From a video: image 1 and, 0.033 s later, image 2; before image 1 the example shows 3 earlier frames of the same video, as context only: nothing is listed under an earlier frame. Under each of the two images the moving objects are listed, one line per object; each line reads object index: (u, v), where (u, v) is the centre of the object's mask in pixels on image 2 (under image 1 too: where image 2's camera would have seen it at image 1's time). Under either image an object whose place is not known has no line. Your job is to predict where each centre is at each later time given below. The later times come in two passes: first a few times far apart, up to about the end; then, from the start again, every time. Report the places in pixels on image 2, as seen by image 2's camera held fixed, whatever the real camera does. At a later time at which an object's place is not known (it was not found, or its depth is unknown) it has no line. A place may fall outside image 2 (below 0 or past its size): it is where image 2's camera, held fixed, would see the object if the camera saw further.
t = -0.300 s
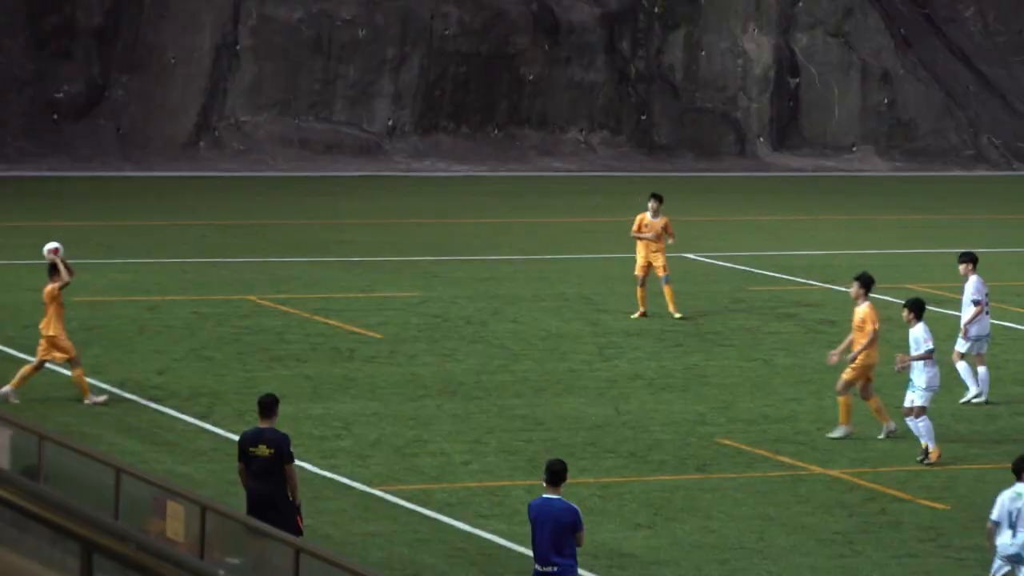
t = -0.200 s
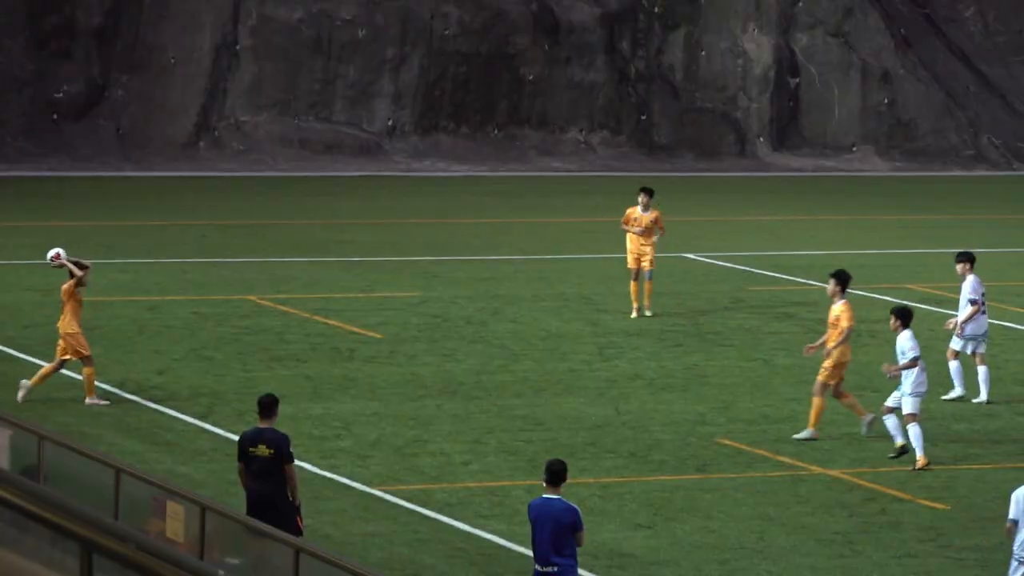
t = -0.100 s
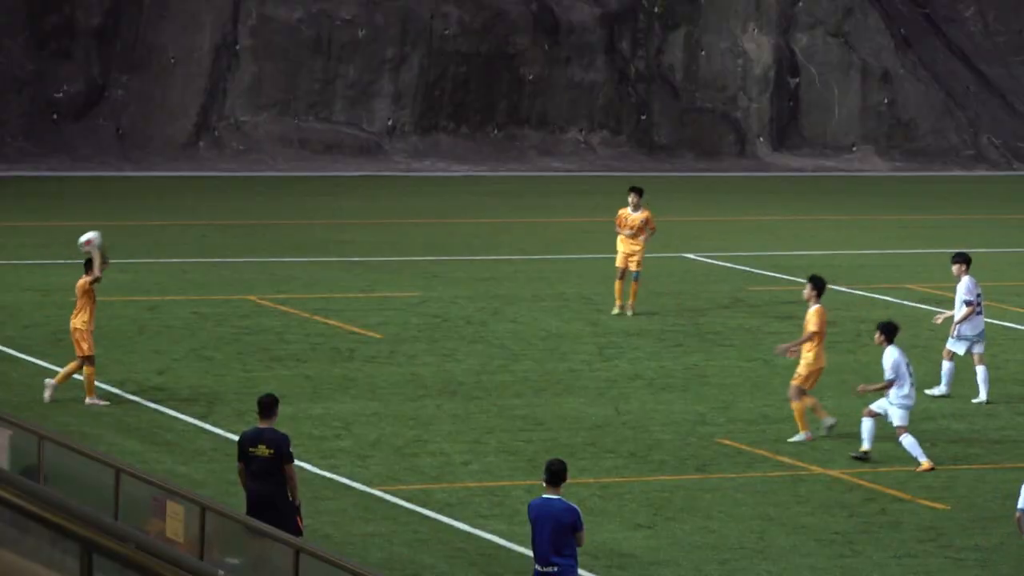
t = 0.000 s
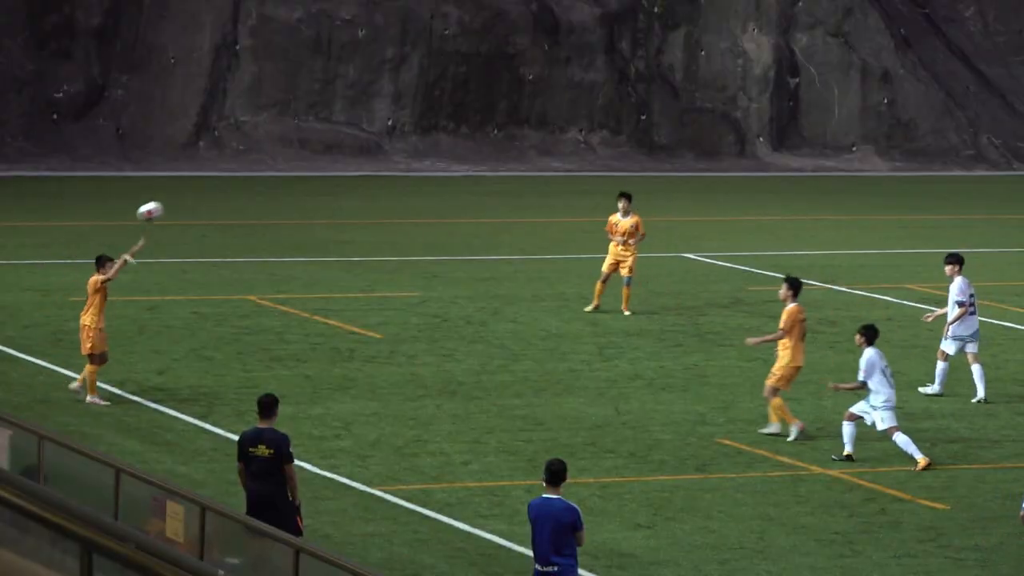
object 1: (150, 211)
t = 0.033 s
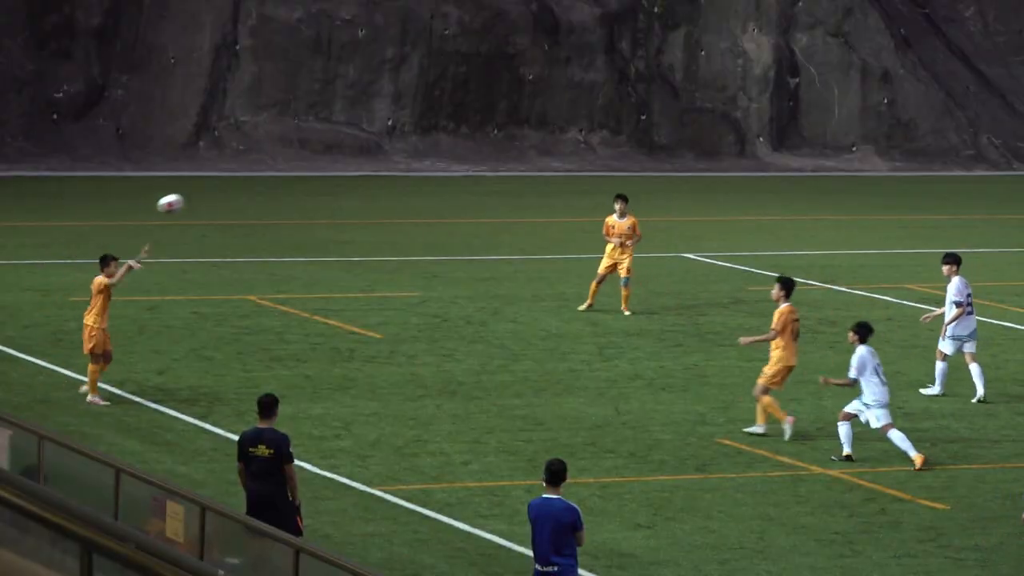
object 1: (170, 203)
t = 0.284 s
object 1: (321, 176)
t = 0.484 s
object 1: (440, 196)
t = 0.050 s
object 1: (180, 200)
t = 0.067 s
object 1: (190, 196)
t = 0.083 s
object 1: (200, 193)
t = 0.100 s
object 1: (211, 190)
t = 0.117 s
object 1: (221, 188)
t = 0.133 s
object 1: (231, 185)
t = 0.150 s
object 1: (241, 183)
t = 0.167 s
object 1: (251, 182)
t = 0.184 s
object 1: (261, 180)
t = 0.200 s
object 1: (271, 179)
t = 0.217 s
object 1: (281, 178)
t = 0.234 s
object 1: (291, 177)
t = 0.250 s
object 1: (301, 176)
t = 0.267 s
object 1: (311, 176)
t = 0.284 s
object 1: (321, 176)
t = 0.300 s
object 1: (331, 177)
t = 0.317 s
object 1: (340, 177)
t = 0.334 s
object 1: (350, 178)
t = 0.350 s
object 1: (361, 179)
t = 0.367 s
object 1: (371, 180)
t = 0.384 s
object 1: (380, 182)
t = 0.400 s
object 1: (390, 183)
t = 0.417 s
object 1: (400, 186)
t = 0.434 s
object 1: (410, 188)
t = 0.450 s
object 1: (420, 190)
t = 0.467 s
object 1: (430, 193)
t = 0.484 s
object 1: (440, 196)
